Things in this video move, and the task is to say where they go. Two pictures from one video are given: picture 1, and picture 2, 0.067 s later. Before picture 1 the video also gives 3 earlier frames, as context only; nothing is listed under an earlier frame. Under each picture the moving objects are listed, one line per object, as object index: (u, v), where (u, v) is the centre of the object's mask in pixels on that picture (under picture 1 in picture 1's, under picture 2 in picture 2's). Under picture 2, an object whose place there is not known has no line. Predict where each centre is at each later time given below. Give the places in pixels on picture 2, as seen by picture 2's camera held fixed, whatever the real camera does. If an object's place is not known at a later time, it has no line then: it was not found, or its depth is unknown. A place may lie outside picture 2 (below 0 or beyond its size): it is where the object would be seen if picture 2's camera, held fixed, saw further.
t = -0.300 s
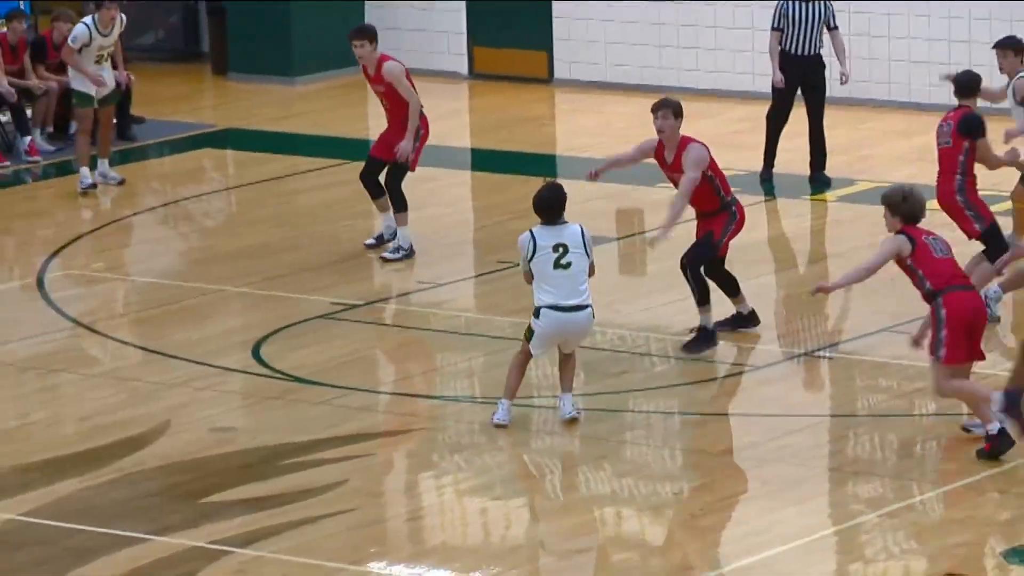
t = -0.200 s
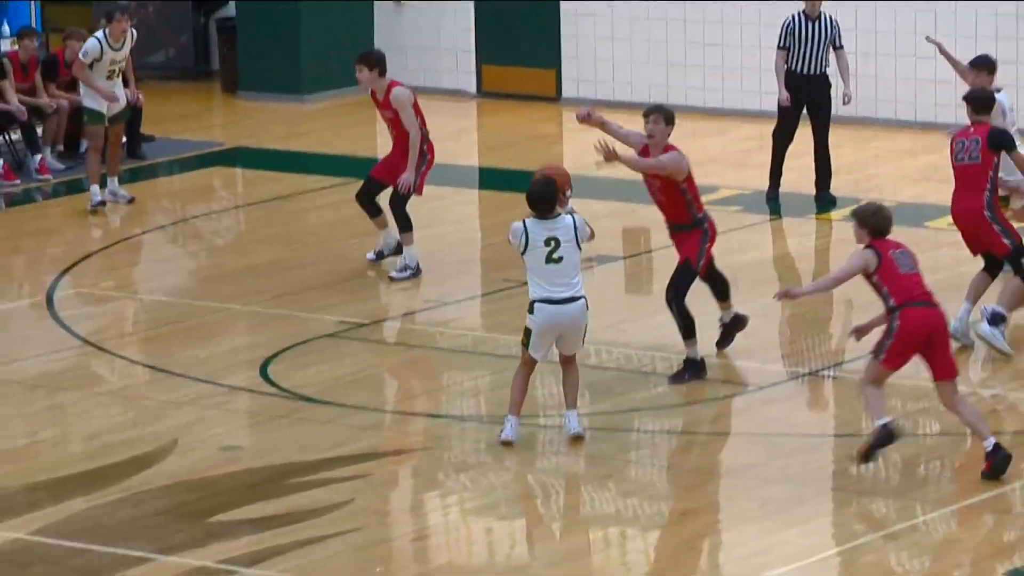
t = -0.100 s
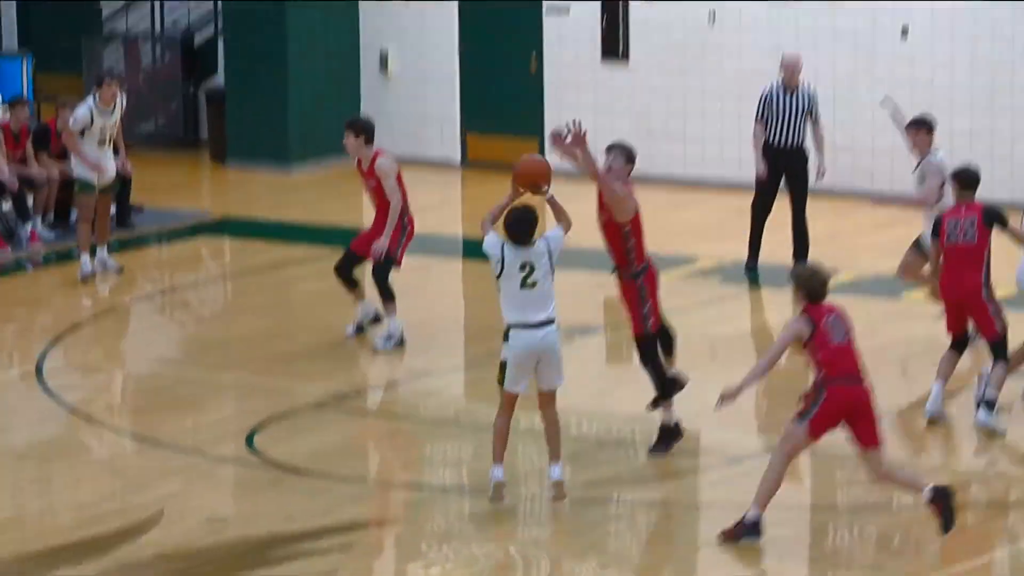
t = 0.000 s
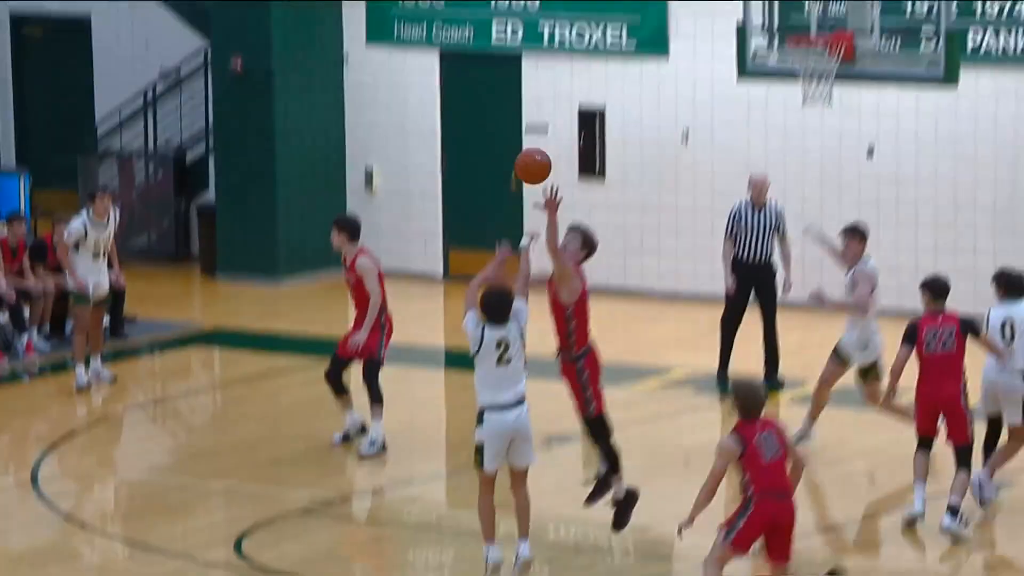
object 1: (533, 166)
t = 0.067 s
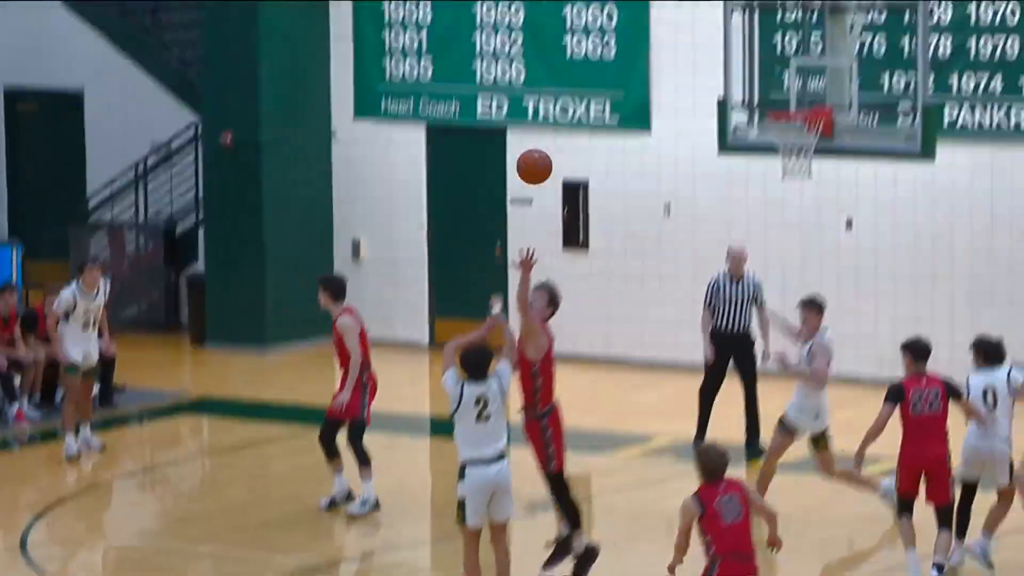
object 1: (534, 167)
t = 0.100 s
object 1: (542, 136)
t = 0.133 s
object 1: (551, 105)
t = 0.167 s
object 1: (559, 77)
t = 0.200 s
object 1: (566, 50)
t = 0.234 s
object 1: (574, 26)
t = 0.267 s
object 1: (582, 4)
